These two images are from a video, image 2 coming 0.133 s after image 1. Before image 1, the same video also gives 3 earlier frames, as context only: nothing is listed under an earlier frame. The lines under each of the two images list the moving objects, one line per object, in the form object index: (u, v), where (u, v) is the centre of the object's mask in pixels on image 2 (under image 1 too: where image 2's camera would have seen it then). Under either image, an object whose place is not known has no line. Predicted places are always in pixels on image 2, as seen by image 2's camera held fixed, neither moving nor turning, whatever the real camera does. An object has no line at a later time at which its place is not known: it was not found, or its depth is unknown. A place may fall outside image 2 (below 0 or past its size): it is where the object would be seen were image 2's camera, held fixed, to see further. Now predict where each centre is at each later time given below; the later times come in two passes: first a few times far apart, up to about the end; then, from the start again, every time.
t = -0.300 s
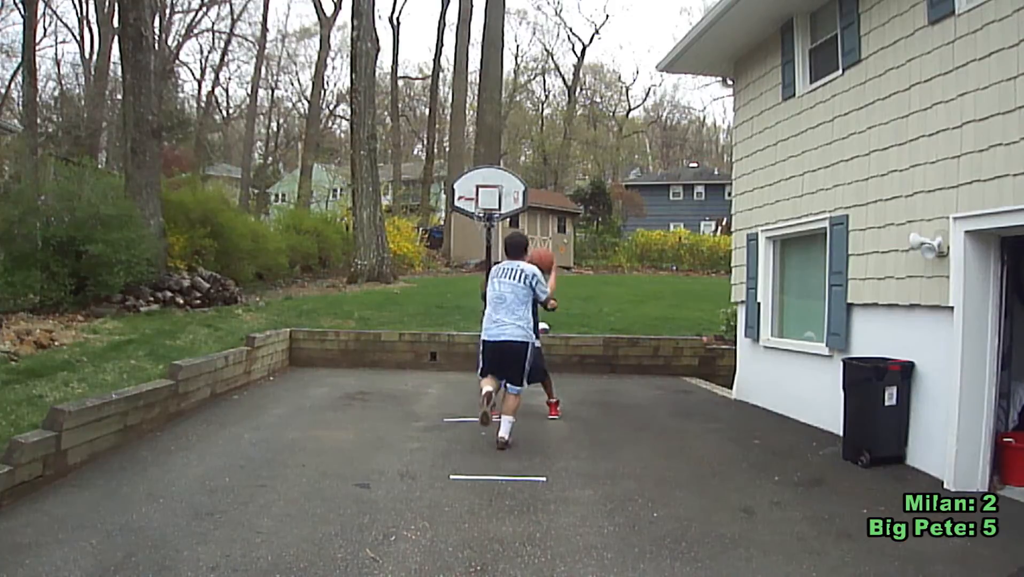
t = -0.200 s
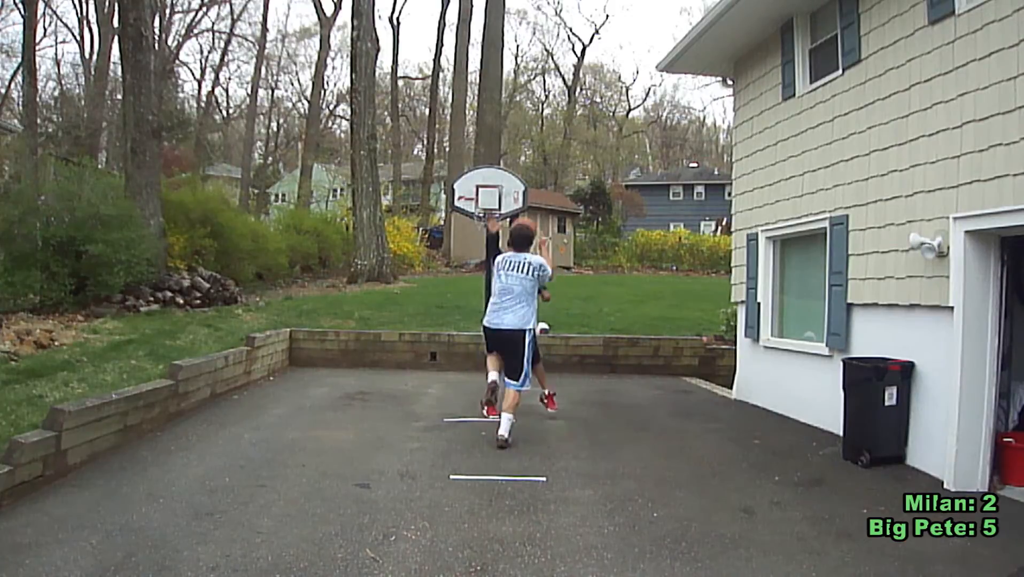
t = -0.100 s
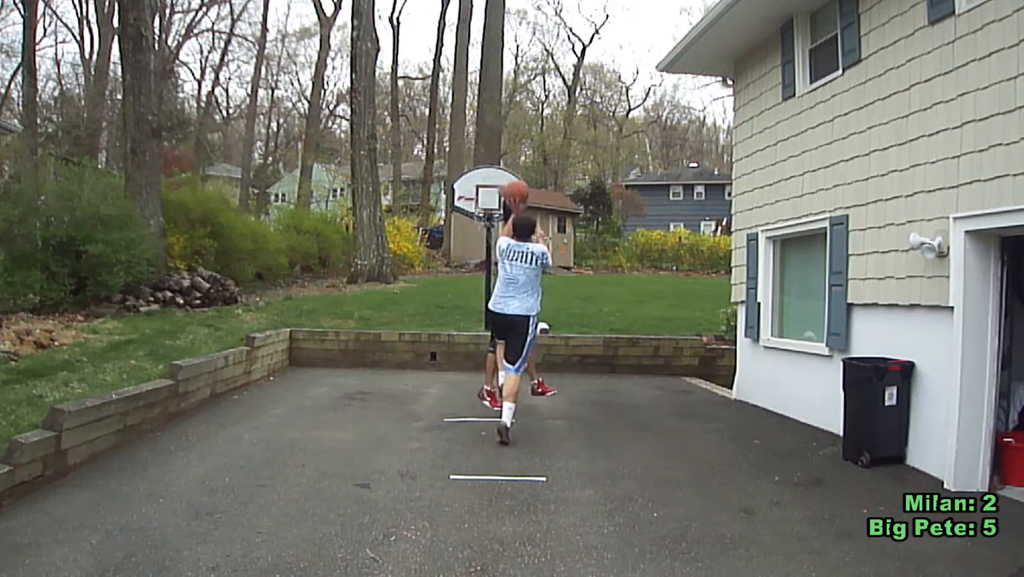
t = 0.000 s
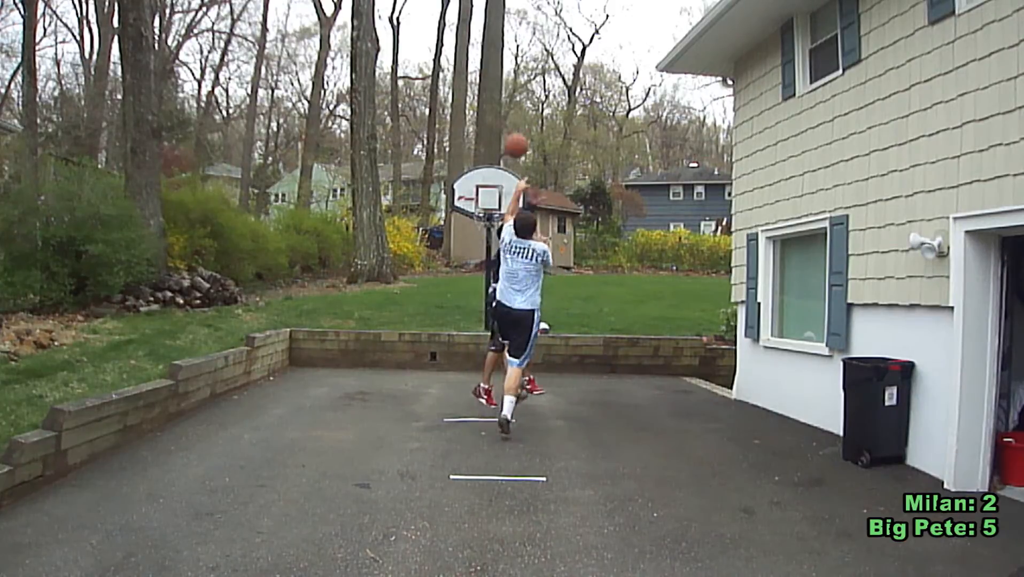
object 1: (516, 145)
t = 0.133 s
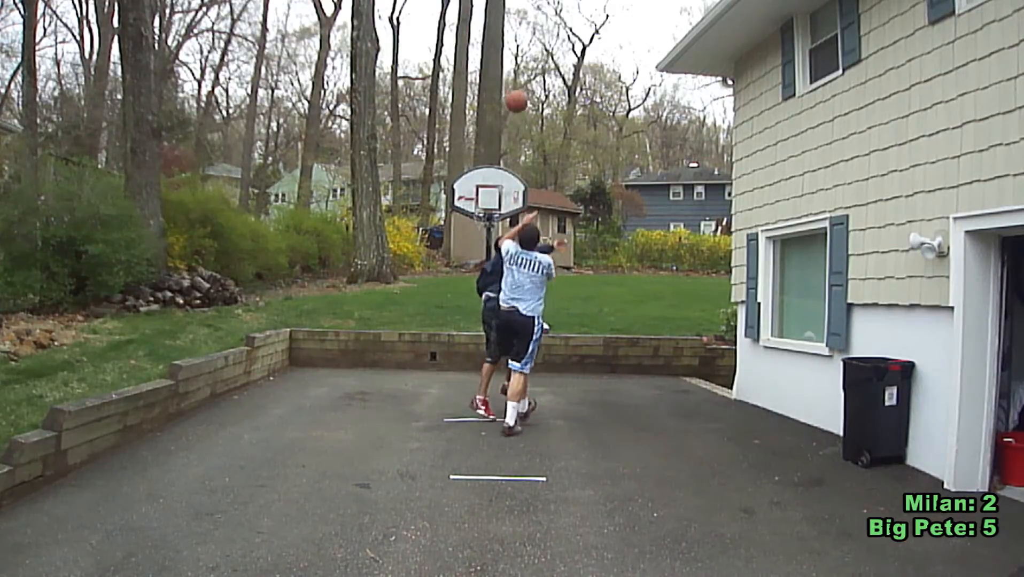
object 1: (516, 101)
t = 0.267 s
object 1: (516, 78)
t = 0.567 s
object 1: (515, 82)
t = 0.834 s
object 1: (513, 135)
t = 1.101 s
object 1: (512, 219)
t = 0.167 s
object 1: (516, 94)
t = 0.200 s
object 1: (516, 88)
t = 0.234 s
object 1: (516, 83)
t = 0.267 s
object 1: (516, 78)
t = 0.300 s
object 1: (517, 75)
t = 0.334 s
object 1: (516, 74)
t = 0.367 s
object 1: (516, 73)
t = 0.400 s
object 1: (516, 72)
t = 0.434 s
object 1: (516, 73)
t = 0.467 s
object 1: (516, 74)
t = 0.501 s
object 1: (516, 76)
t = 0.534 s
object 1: (516, 79)
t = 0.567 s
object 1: (515, 82)
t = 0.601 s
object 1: (515, 87)
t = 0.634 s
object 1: (514, 91)
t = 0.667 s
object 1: (515, 97)
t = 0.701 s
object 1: (515, 104)
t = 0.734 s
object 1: (514, 111)
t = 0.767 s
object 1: (514, 118)
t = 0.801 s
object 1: (514, 126)
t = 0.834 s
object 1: (513, 135)
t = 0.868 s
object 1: (513, 144)
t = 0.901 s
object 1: (513, 154)
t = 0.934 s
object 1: (512, 163)
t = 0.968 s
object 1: (513, 174)
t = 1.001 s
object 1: (512, 187)
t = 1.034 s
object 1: (512, 198)
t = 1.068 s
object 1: (512, 210)
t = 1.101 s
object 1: (512, 219)
